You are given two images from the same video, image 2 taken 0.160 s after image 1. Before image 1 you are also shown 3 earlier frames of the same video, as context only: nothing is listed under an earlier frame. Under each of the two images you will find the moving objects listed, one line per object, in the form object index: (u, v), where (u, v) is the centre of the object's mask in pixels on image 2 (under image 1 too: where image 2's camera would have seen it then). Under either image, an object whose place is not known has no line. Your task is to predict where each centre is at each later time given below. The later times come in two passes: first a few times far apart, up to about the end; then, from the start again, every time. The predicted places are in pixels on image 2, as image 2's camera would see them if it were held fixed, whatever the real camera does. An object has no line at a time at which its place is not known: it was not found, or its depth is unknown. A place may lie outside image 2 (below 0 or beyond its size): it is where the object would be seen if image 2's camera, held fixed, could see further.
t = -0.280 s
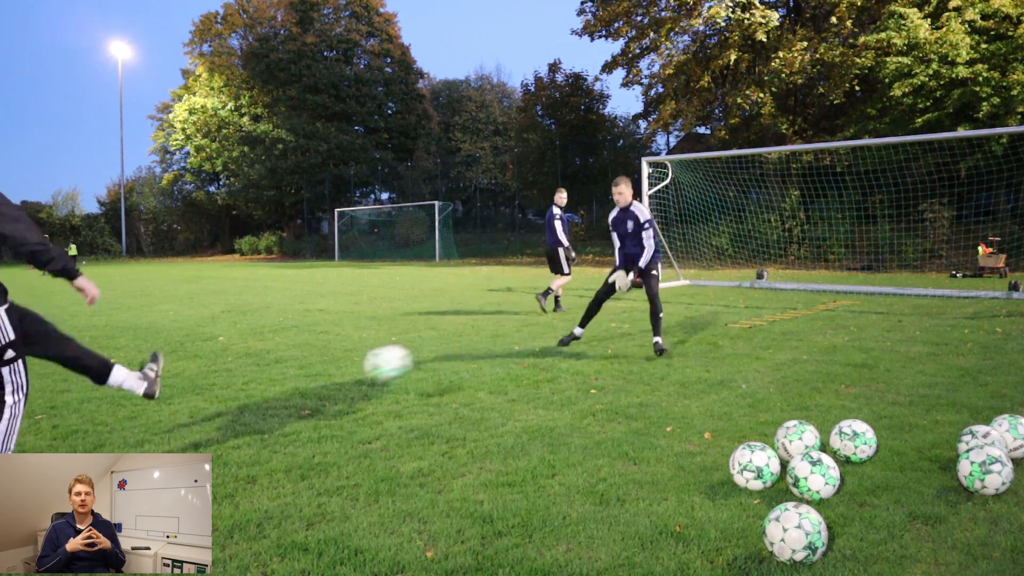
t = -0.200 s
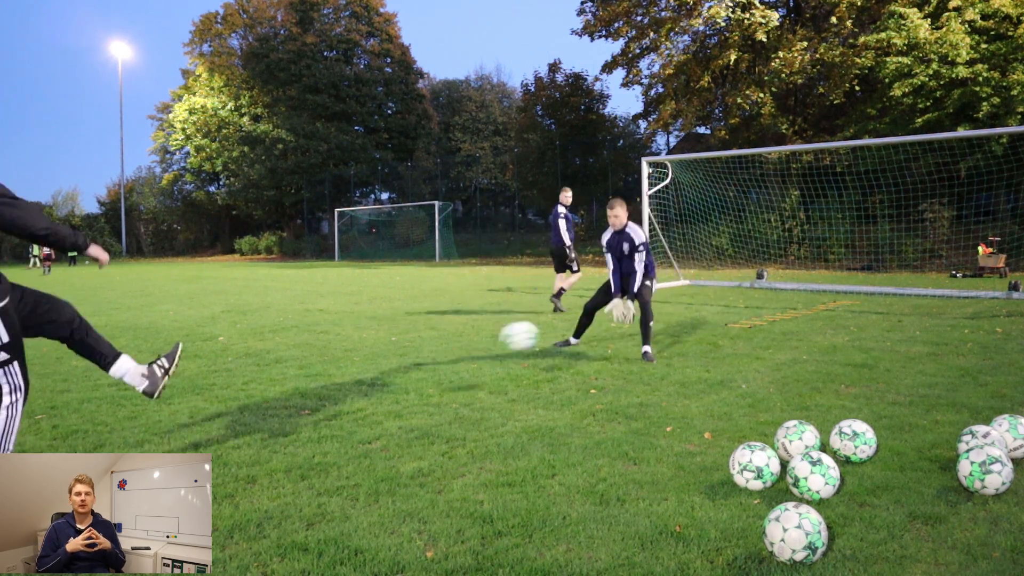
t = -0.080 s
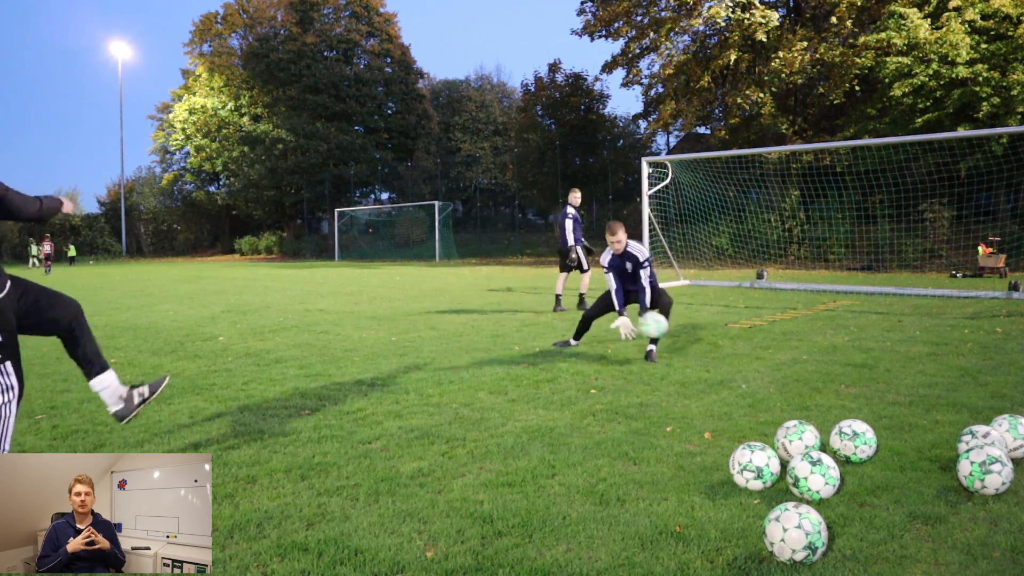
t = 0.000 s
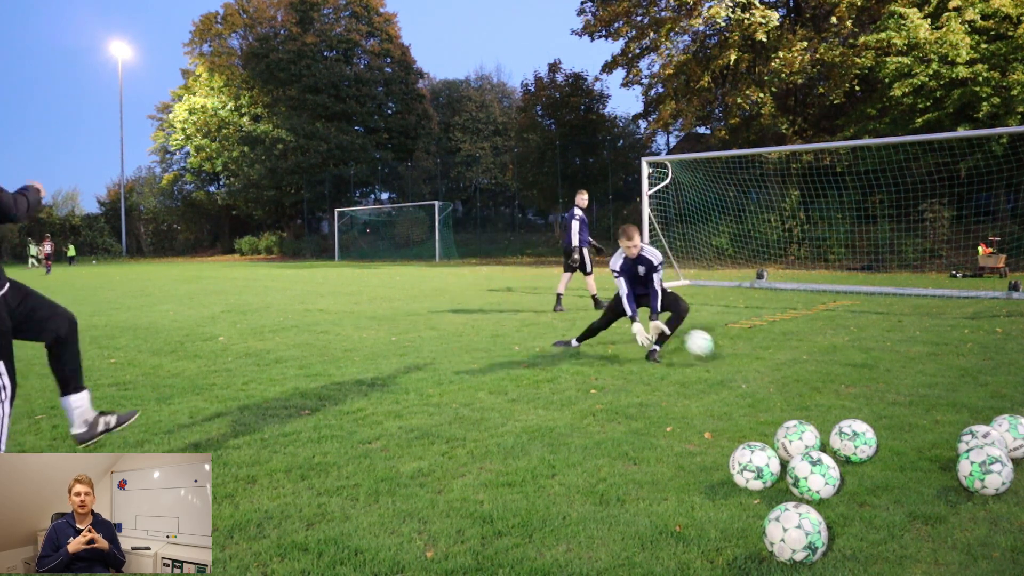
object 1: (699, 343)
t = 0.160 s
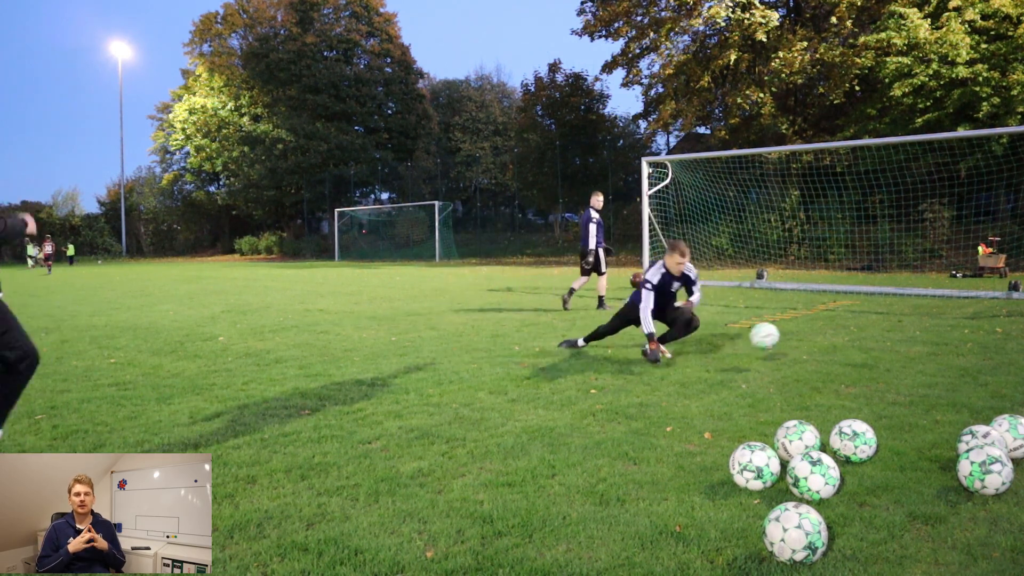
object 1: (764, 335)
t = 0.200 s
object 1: (779, 332)
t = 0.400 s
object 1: (852, 344)
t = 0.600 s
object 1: (929, 352)
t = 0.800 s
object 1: (1009, 366)
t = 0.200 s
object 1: (779, 332)
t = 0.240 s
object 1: (793, 330)
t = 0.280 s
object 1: (808, 331)
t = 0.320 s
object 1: (822, 333)
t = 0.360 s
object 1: (837, 337)
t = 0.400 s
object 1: (852, 344)
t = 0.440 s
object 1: (867, 352)
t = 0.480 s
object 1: (882, 361)
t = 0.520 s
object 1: (897, 357)
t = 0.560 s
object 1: (913, 353)
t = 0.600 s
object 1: (929, 352)
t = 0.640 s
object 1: (945, 352)
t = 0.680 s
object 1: (961, 355)
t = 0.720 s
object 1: (977, 360)
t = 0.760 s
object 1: (993, 366)
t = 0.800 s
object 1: (1009, 366)
